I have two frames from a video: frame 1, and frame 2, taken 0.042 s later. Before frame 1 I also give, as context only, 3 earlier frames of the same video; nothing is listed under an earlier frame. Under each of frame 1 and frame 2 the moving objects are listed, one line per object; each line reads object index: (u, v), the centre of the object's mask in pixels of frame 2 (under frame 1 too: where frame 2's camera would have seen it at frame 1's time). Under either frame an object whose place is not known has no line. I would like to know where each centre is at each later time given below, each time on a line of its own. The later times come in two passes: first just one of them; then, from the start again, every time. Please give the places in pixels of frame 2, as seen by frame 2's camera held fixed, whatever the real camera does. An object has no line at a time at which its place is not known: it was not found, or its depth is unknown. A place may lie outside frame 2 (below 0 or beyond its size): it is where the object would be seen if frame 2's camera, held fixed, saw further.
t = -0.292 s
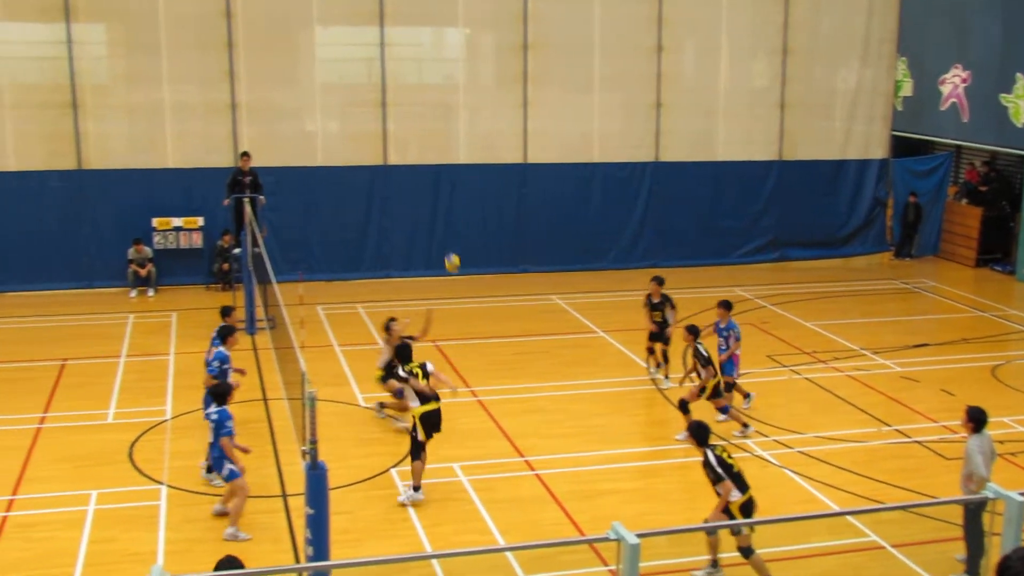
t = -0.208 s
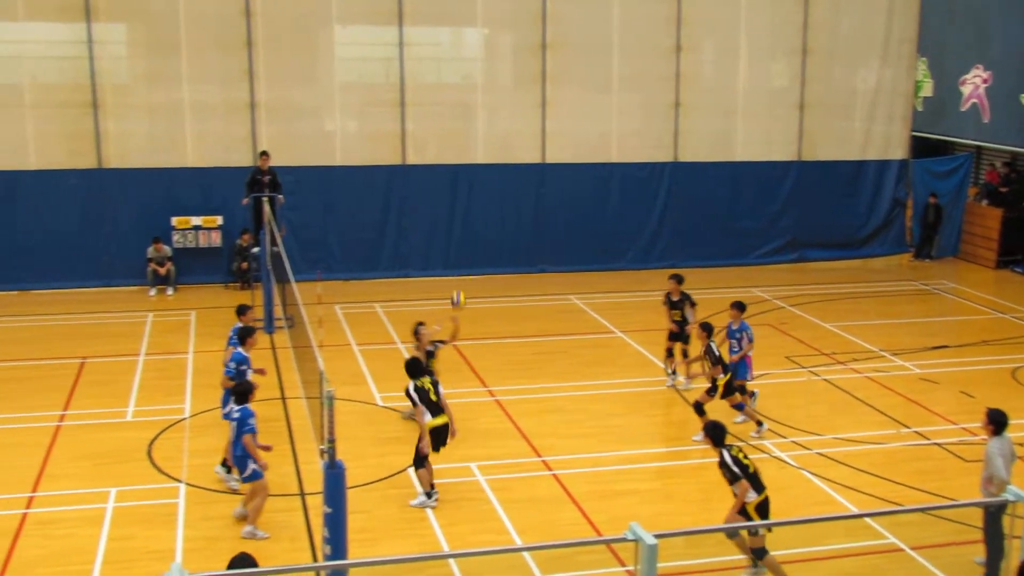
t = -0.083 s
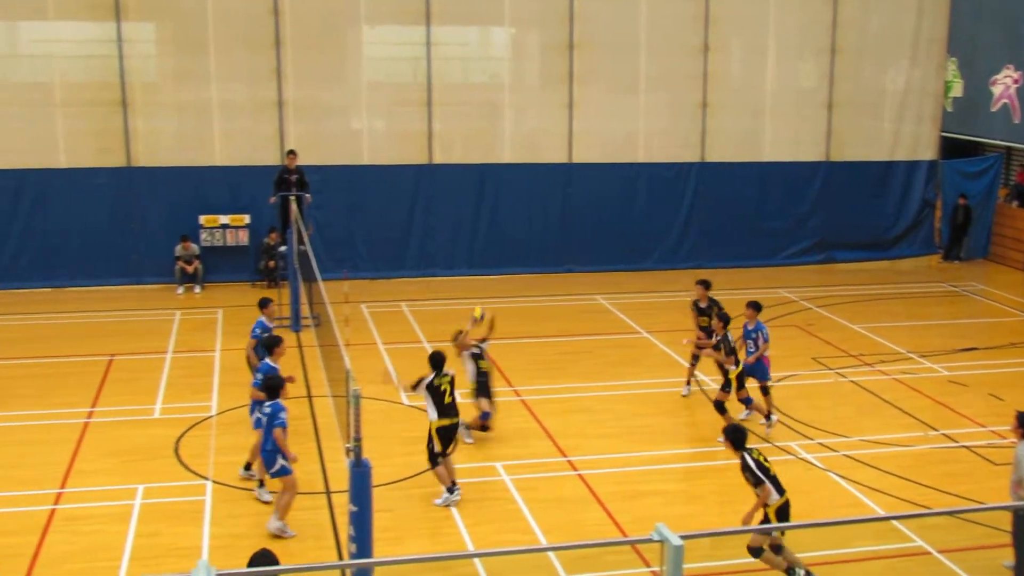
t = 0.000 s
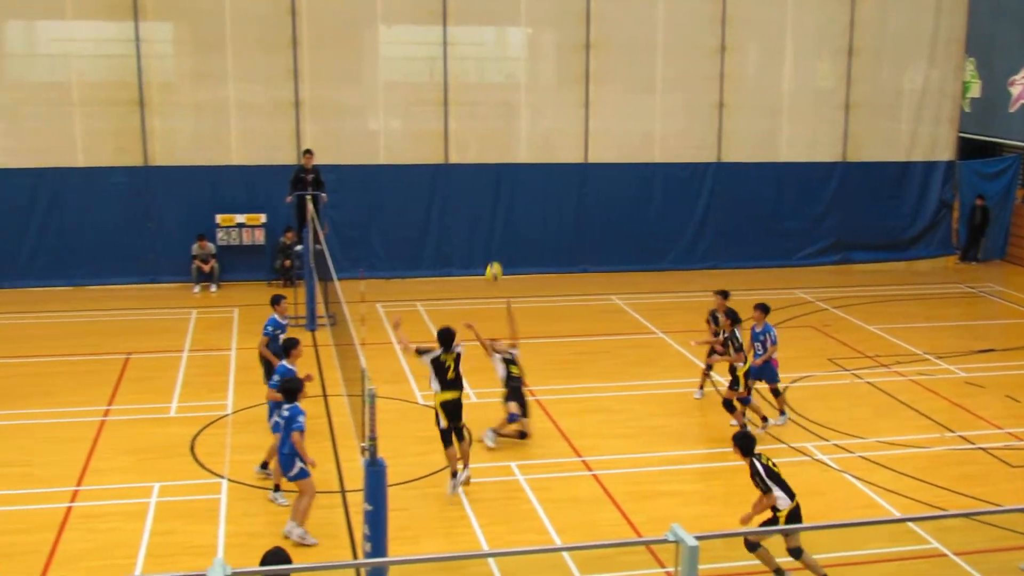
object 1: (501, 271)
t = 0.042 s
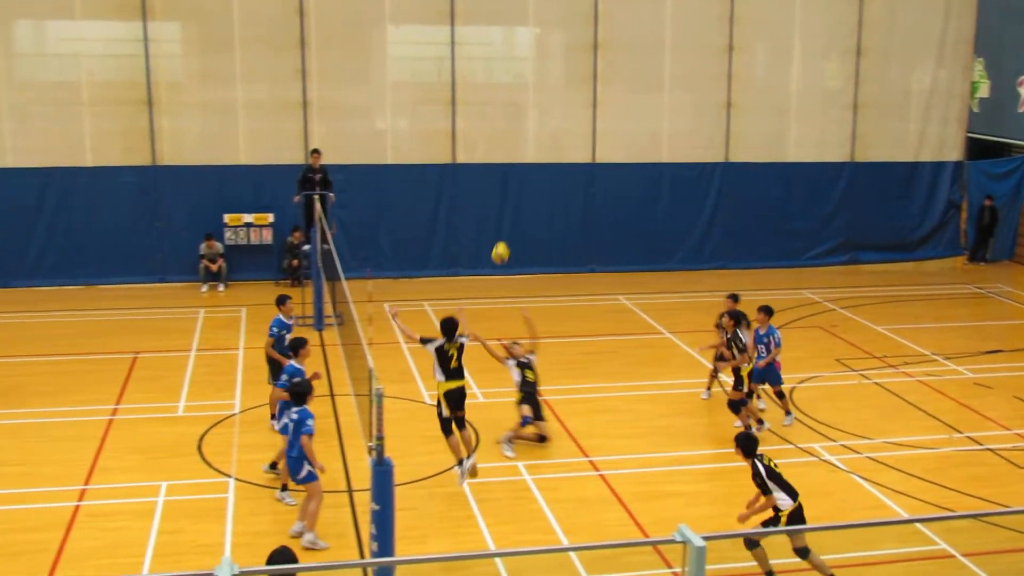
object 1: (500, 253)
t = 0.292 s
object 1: (498, 154)
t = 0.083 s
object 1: (500, 234)
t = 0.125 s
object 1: (499, 216)
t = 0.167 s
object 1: (499, 199)
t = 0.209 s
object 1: (498, 183)
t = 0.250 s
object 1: (498, 169)
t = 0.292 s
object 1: (498, 154)
